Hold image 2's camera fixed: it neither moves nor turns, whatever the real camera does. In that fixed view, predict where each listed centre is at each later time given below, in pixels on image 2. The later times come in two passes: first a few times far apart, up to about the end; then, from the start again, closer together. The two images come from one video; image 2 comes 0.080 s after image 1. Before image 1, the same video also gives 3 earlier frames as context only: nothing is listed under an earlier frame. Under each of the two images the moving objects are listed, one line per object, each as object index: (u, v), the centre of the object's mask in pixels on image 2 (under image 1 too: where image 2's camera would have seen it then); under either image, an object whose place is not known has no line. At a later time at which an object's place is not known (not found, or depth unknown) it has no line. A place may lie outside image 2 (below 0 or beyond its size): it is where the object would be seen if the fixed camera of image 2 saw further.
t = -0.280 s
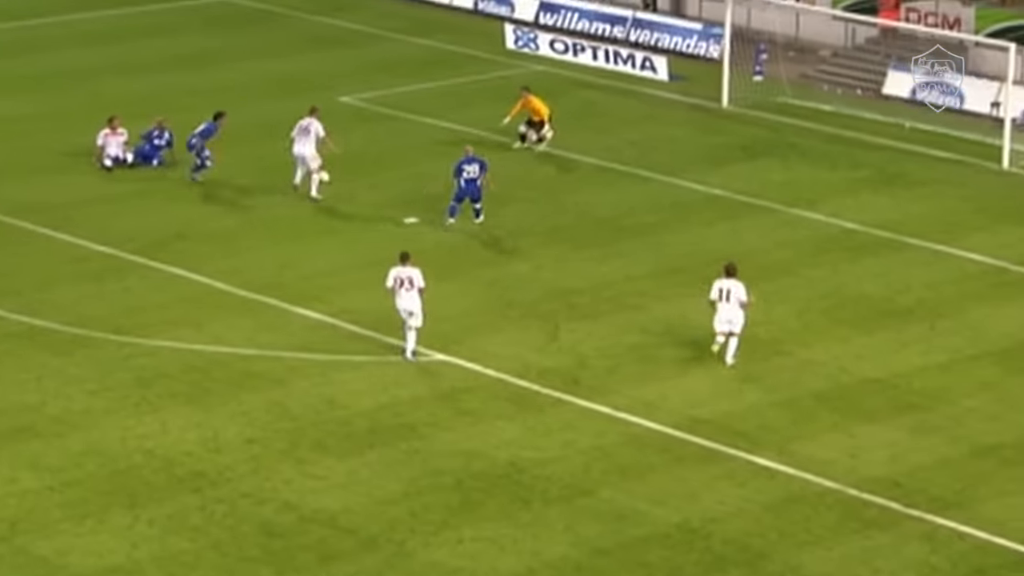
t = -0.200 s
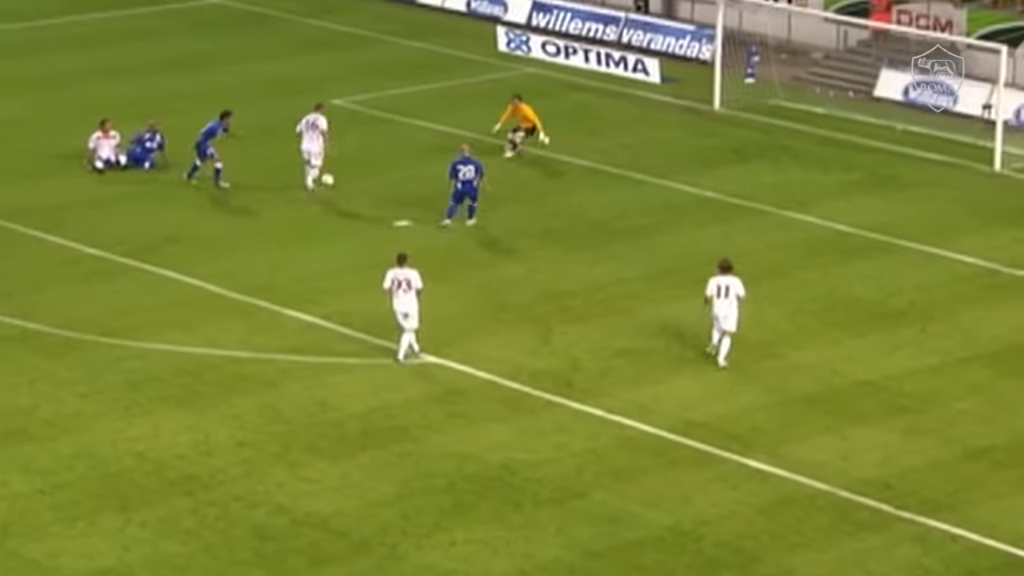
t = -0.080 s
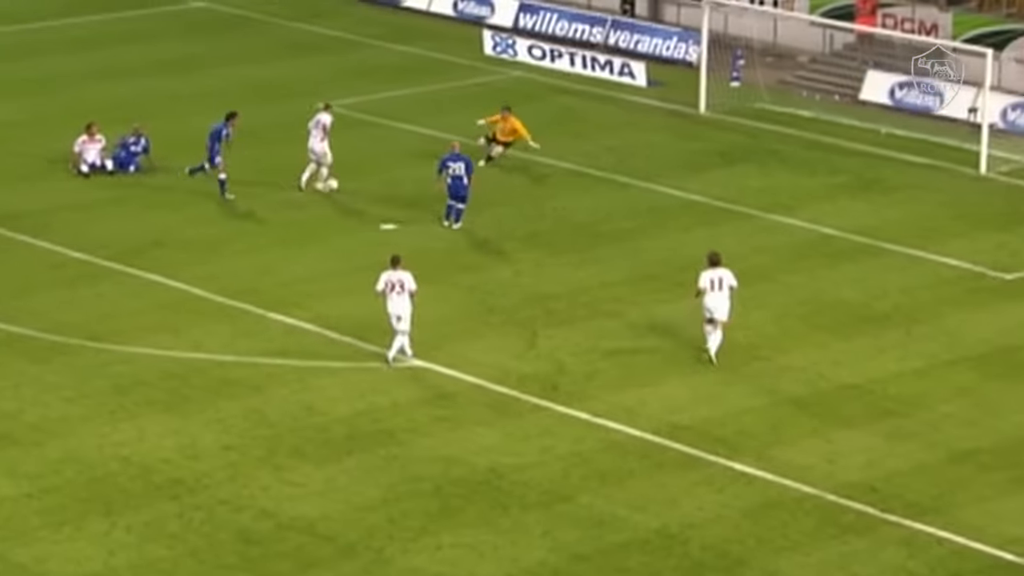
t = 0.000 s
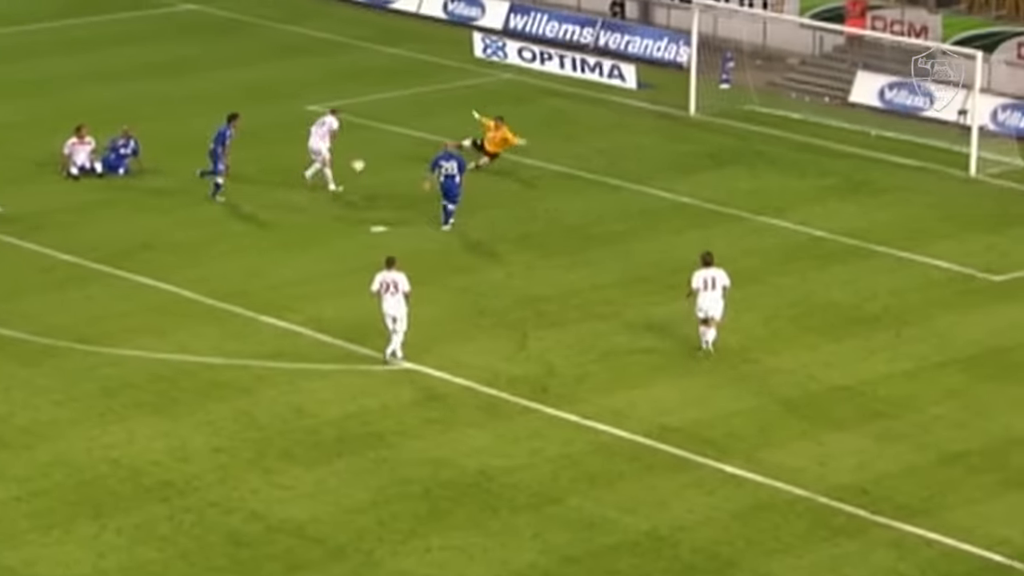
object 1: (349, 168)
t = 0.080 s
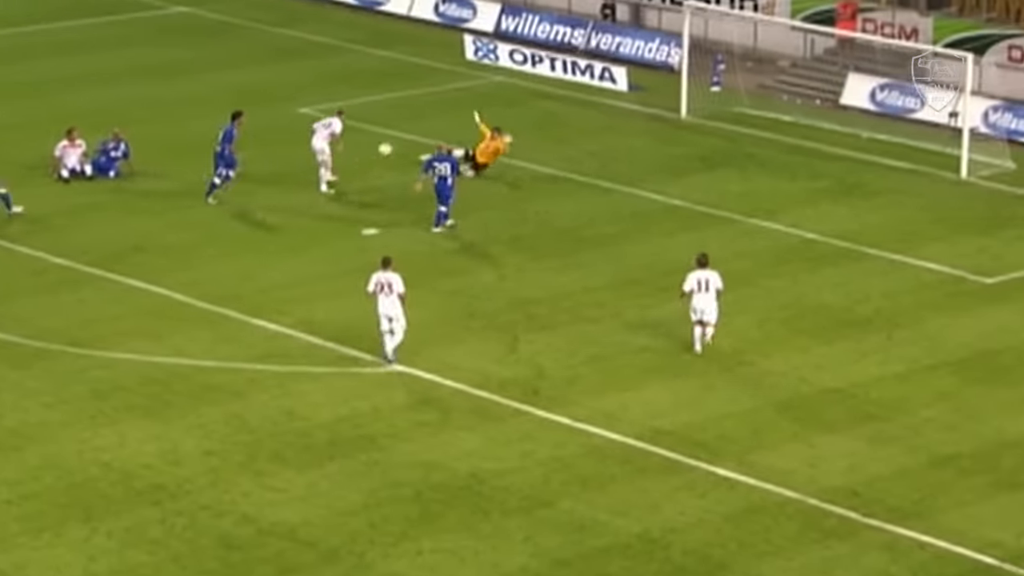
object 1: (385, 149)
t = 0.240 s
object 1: (458, 119)
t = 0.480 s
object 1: (560, 99)
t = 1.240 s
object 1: (849, 145)
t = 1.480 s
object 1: (907, 124)
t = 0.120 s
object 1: (403, 141)
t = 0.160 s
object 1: (421, 133)
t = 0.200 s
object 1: (439, 127)
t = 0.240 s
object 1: (458, 119)
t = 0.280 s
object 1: (475, 114)
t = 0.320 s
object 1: (493, 110)
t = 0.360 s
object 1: (509, 106)
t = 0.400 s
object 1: (526, 103)
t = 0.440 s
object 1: (543, 100)
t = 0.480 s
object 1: (560, 99)
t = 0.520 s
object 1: (576, 98)
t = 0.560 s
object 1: (594, 98)
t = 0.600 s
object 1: (610, 99)
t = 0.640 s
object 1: (628, 100)
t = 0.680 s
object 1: (645, 102)
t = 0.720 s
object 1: (662, 105)
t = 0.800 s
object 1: (695, 112)
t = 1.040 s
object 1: (791, 153)
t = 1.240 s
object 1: (849, 145)
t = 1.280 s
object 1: (859, 140)
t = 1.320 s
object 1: (868, 135)
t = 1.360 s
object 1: (877, 131)
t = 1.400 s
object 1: (888, 128)
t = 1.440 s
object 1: (897, 126)
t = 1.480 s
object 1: (907, 124)
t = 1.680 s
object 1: (954, 130)
